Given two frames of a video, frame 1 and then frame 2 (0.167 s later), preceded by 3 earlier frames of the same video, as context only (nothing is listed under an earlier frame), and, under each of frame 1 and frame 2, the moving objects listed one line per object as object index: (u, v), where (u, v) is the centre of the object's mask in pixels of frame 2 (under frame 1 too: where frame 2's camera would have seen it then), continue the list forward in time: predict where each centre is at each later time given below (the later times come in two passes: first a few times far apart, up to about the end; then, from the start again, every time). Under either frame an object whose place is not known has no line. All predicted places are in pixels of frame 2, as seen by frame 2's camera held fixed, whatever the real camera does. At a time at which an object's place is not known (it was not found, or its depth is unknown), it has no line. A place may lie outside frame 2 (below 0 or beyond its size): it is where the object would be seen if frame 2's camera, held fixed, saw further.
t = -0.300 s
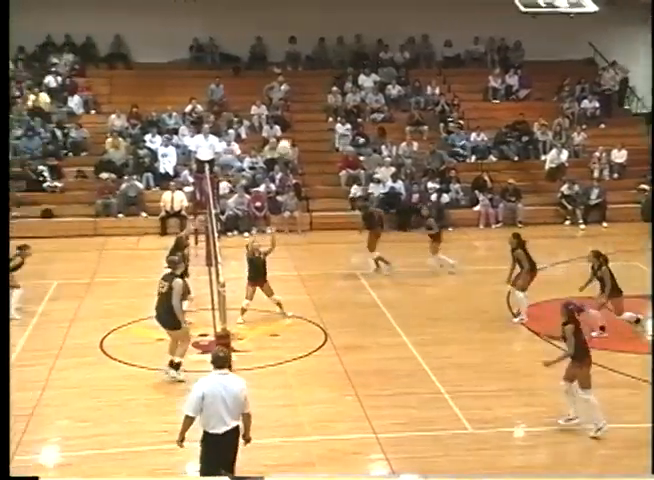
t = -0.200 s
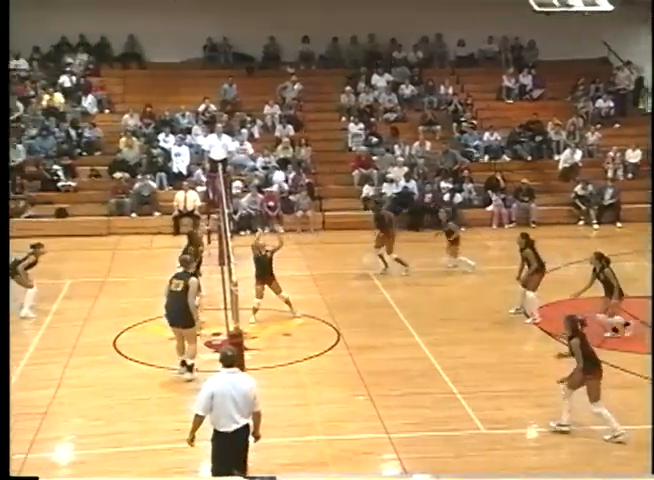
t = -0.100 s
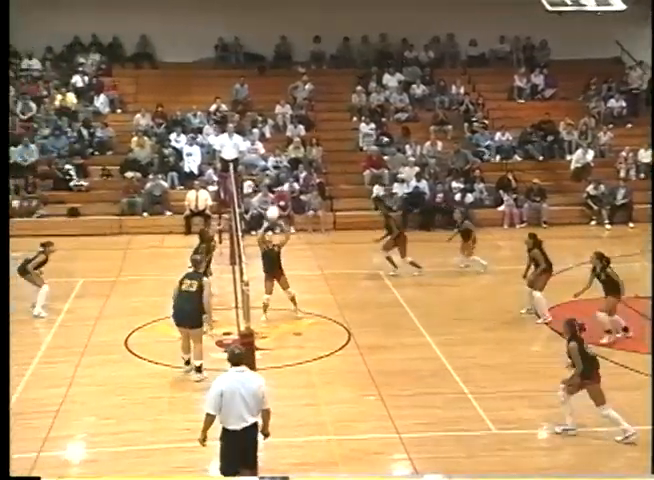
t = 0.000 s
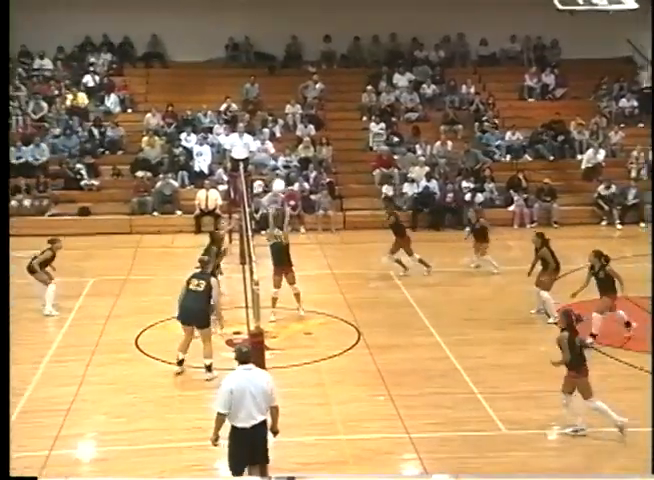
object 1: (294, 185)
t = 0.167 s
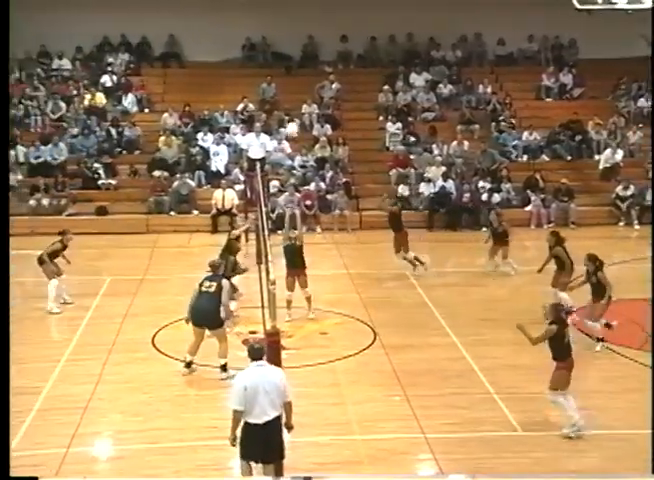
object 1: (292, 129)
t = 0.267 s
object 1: (290, 104)
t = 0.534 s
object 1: (287, 66)
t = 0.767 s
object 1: (284, 66)
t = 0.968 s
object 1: (283, 88)
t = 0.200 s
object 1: (292, 123)
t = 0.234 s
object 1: (290, 112)
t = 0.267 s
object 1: (290, 104)
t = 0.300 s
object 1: (290, 97)
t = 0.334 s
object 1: (289, 91)
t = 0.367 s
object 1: (289, 85)
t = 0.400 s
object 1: (288, 80)
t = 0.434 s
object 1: (288, 75)
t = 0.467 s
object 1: (287, 72)
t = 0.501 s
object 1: (287, 69)
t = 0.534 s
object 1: (287, 66)
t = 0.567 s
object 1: (286, 64)
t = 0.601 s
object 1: (286, 63)
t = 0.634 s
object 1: (286, 63)
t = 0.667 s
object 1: (285, 62)
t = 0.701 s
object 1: (285, 63)
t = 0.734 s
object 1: (285, 64)
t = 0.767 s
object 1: (284, 66)
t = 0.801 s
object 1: (284, 68)
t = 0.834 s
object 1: (283, 71)
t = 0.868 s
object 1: (283, 74)
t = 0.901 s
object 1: (283, 79)
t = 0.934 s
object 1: (283, 84)
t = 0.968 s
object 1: (283, 88)
